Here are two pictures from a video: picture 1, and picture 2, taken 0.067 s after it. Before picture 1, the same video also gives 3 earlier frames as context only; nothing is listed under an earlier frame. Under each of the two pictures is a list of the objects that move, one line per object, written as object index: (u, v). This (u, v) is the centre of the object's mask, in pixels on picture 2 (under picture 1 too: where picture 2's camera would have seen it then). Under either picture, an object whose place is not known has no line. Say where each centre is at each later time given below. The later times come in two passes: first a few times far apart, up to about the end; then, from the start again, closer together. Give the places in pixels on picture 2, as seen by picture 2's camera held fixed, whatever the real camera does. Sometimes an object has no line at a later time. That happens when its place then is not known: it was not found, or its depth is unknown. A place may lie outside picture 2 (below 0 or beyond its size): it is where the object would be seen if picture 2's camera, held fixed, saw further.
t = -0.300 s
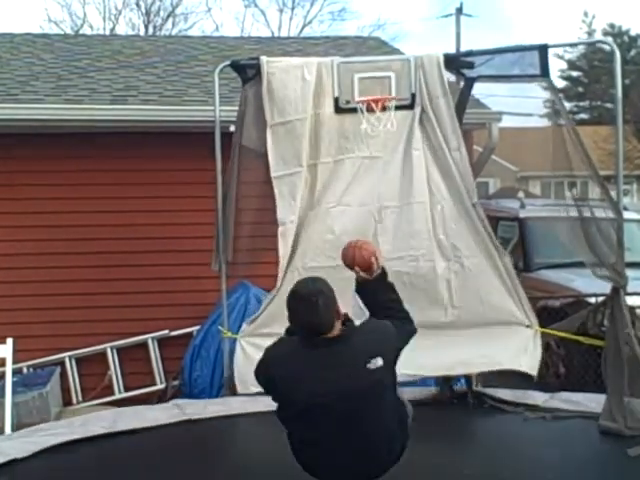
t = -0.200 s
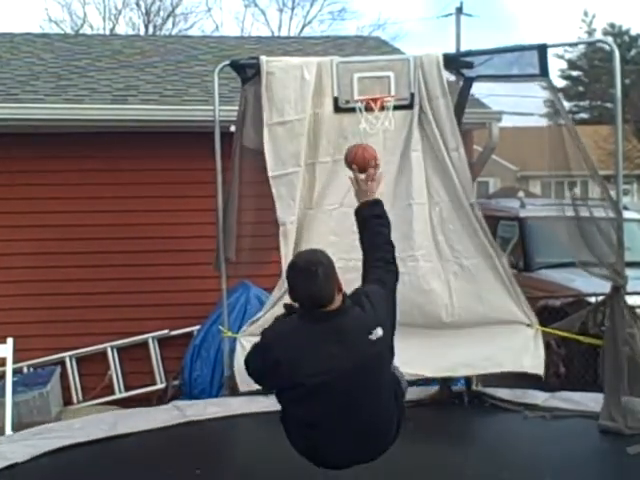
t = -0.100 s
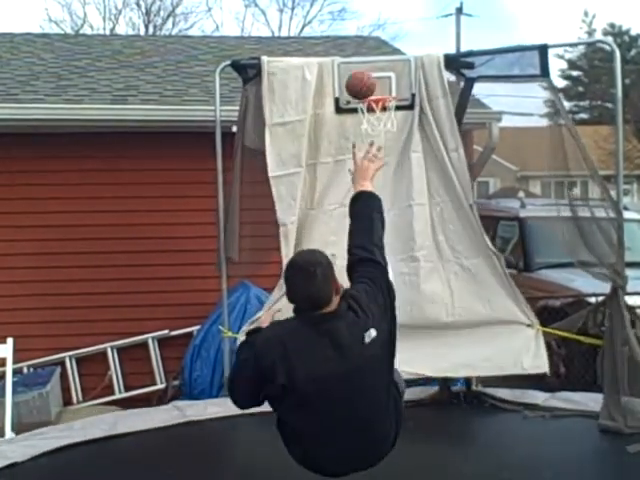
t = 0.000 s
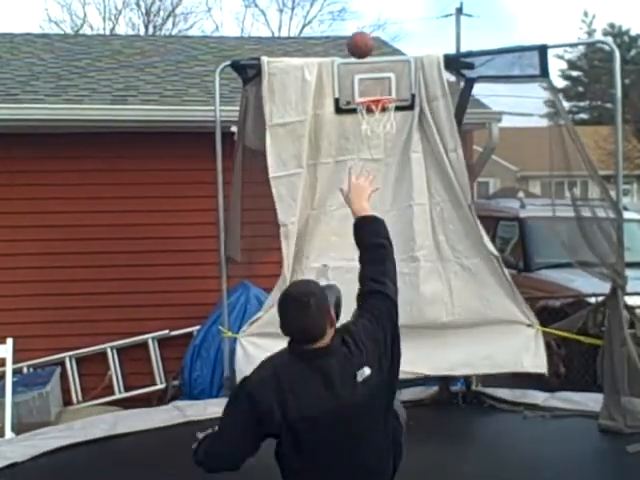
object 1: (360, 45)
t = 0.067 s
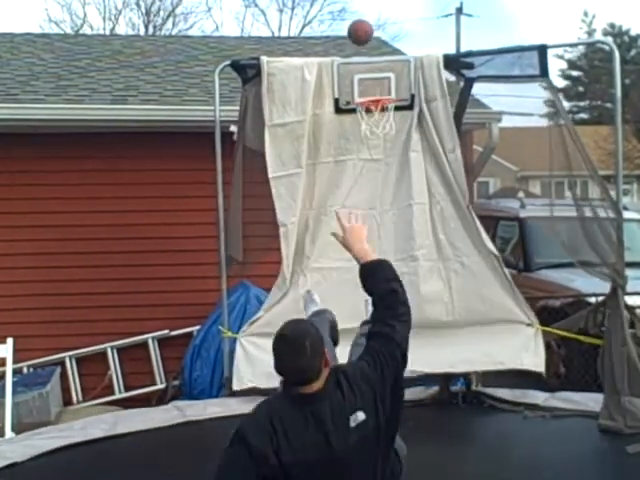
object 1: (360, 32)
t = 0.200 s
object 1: (359, 36)
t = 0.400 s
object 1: (363, 83)
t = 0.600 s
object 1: (387, 88)
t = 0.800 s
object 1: (414, 118)
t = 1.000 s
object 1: (441, 228)
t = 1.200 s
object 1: (472, 428)
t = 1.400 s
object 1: (472, 357)
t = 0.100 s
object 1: (360, 30)
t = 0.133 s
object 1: (360, 30)
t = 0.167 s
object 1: (360, 32)
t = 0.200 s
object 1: (359, 36)
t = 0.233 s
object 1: (359, 42)
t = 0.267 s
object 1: (359, 49)
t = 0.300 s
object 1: (359, 59)
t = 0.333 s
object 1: (360, 66)
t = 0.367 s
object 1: (360, 74)
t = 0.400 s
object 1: (363, 83)
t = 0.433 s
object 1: (364, 90)
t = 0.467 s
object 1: (369, 91)
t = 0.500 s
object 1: (373, 91)
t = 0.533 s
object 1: (379, 89)
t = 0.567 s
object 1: (383, 89)
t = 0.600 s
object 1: (387, 88)
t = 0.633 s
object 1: (392, 89)
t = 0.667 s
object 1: (396, 90)
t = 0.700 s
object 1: (401, 94)
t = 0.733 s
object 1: (405, 100)
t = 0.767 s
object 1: (410, 107)
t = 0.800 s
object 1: (414, 118)
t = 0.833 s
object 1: (419, 130)
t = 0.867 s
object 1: (423, 144)
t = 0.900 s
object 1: (428, 162)
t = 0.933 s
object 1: (432, 181)
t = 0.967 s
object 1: (437, 204)
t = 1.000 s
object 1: (441, 228)
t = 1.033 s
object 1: (446, 254)
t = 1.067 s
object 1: (451, 284)
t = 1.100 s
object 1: (456, 316)
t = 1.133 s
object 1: (461, 351)
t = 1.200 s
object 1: (472, 428)
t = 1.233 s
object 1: (473, 416)
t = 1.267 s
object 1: (473, 401)
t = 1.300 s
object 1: (474, 387)
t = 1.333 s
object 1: (473, 375)
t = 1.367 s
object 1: (472, 365)
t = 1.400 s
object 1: (472, 357)
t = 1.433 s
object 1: (472, 351)
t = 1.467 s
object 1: (473, 348)
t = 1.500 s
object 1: (472, 346)
